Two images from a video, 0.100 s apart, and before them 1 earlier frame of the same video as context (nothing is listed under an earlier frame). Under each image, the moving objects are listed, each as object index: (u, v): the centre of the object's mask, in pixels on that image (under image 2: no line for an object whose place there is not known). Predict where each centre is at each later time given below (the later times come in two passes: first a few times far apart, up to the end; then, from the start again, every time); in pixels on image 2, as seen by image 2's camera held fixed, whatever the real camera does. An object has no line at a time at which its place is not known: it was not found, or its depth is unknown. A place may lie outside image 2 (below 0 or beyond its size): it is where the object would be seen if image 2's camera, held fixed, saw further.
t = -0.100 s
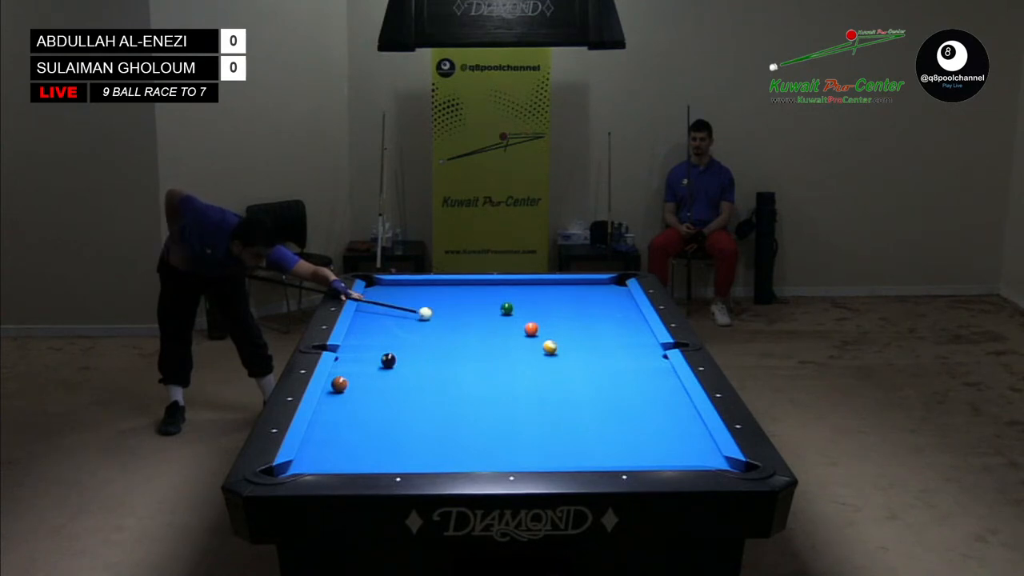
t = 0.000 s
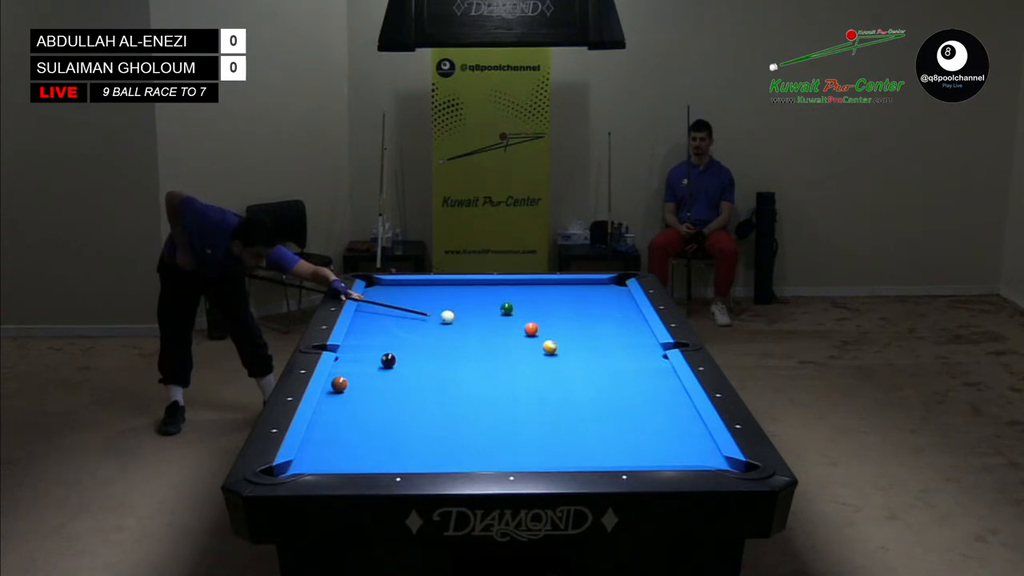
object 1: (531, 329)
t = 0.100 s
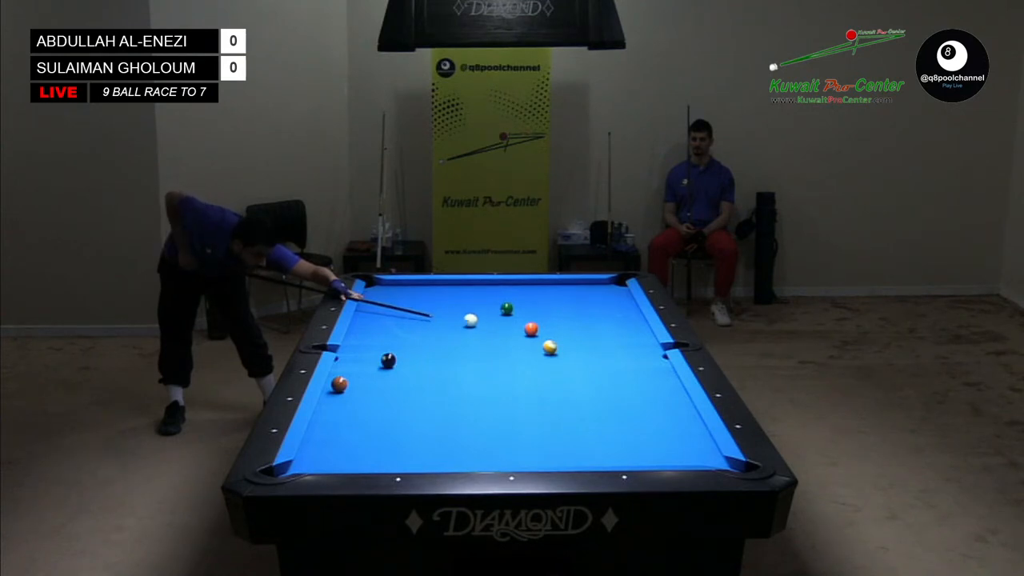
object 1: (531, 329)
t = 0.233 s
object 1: (531, 329)
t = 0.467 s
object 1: (547, 331)
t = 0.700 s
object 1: (575, 336)
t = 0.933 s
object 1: (607, 340)
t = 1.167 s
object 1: (631, 344)
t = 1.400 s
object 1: (660, 348)
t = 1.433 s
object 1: (664, 349)
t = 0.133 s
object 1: (531, 329)
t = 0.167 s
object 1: (531, 329)
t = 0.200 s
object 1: (531, 329)
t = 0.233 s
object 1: (531, 329)
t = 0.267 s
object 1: (531, 329)
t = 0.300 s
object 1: (531, 329)
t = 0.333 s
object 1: (531, 329)
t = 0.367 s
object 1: (531, 329)
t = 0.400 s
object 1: (534, 329)
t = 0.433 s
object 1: (544, 331)
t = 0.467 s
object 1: (547, 331)
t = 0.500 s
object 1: (553, 332)
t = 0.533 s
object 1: (558, 333)
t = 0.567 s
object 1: (561, 334)
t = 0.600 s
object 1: (563, 334)
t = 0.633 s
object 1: (568, 335)
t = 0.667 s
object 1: (571, 335)
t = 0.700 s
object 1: (575, 336)
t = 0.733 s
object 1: (580, 336)
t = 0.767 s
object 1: (583, 337)
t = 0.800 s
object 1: (588, 337)
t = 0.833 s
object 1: (590, 338)
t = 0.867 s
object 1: (595, 339)
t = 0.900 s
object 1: (602, 340)
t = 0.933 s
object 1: (607, 340)
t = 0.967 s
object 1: (609, 341)
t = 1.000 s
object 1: (612, 341)
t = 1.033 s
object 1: (617, 342)
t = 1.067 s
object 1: (619, 342)
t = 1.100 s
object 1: (624, 343)
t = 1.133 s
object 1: (629, 344)
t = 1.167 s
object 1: (631, 344)
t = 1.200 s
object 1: (636, 345)
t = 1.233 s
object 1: (643, 346)
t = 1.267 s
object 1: (646, 346)
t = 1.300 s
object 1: (650, 347)
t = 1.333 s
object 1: (655, 348)
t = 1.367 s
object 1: (658, 348)
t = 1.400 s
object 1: (660, 348)
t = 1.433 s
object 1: (664, 349)
